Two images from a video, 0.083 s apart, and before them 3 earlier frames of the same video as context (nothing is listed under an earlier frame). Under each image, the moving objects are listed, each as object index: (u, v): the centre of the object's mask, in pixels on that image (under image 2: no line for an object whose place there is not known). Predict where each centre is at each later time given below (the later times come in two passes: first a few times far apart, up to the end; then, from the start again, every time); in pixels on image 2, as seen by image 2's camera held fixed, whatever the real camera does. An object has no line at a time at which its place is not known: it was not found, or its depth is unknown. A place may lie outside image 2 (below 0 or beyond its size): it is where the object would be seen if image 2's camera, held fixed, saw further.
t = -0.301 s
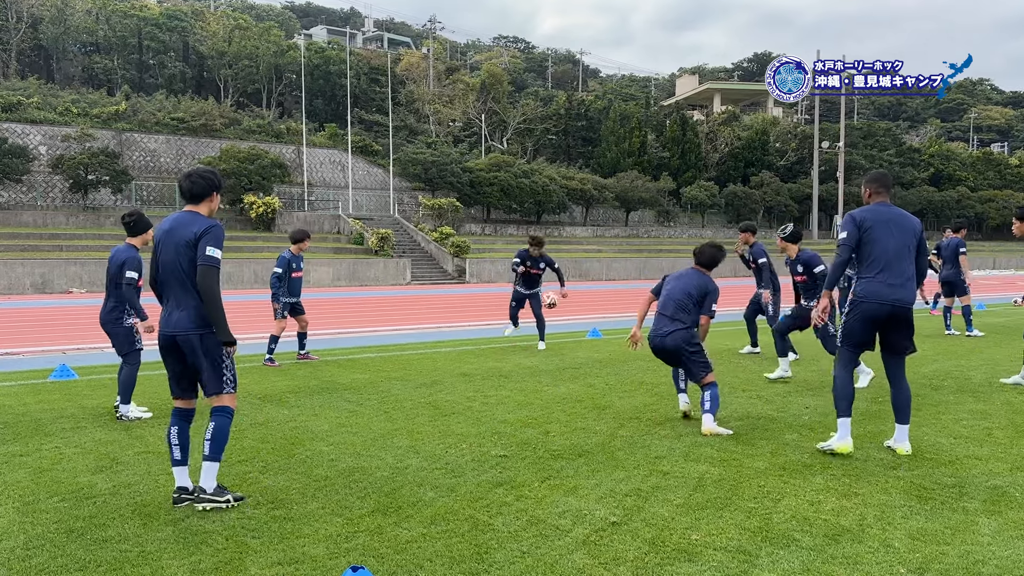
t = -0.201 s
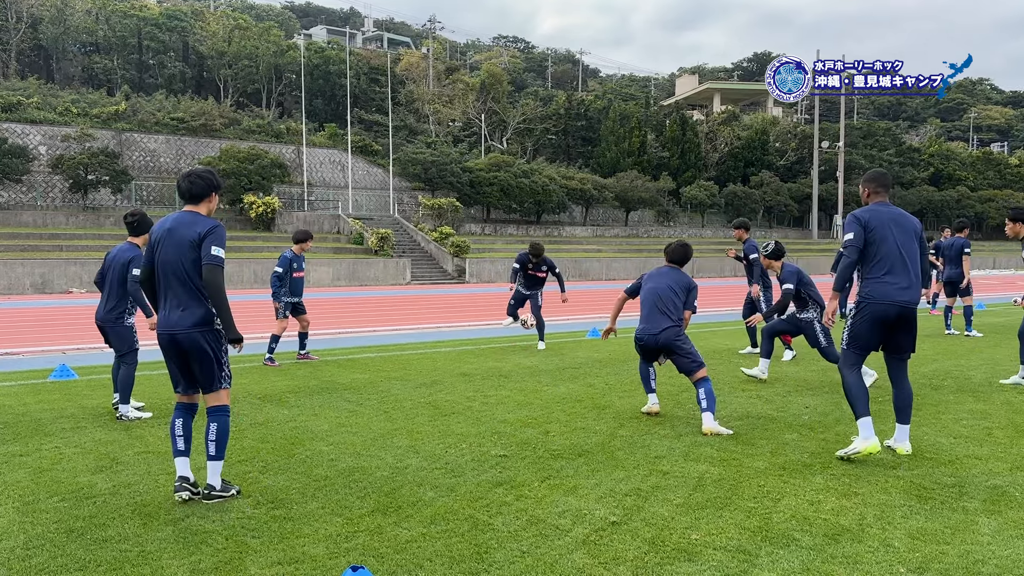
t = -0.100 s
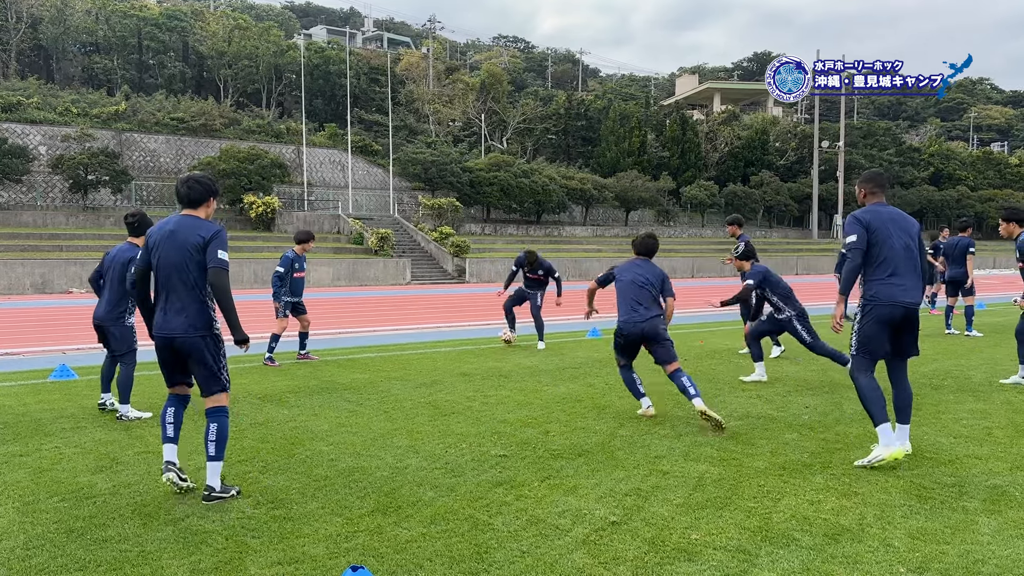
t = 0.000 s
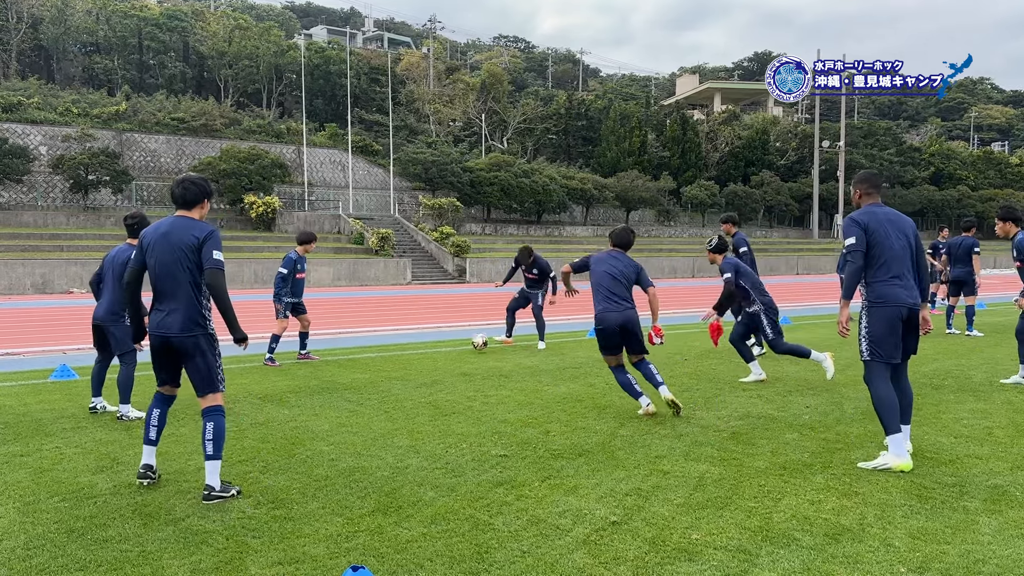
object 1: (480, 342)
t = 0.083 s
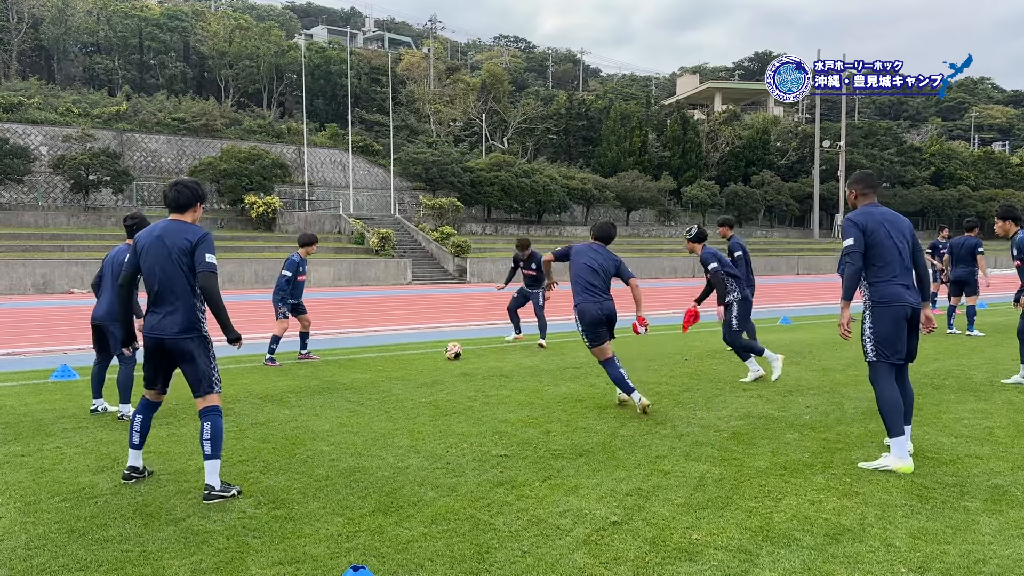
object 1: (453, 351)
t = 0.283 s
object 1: (377, 368)
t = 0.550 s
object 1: (242, 397)
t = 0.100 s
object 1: (447, 351)
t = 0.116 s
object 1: (442, 352)
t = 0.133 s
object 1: (436, 353)
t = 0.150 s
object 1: (430, 354)
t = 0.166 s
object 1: (423, 355)
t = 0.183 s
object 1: (417, 357)
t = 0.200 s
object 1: (411, 359)
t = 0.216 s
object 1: (404, 361)
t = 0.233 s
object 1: (398, 363)
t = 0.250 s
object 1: (391, 365)
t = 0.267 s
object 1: (384, 367)
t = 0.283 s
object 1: (377, 368)
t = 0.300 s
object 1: (370, 369)
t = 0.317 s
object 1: (362, 370)
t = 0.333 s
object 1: (355, 371)
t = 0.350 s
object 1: (347, 372)
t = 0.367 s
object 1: (339, 374)
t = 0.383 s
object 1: (332, 377)
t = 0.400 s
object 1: (323, 379)
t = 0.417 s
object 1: (315, 381)
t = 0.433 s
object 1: (307, 383)
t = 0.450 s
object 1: (298, 384)
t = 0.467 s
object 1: (290, 386)
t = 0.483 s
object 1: (280, 387)
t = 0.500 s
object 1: (271, 389)
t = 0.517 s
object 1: (262, 391)
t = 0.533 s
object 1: (252, 394)
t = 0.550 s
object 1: (242, 397)
